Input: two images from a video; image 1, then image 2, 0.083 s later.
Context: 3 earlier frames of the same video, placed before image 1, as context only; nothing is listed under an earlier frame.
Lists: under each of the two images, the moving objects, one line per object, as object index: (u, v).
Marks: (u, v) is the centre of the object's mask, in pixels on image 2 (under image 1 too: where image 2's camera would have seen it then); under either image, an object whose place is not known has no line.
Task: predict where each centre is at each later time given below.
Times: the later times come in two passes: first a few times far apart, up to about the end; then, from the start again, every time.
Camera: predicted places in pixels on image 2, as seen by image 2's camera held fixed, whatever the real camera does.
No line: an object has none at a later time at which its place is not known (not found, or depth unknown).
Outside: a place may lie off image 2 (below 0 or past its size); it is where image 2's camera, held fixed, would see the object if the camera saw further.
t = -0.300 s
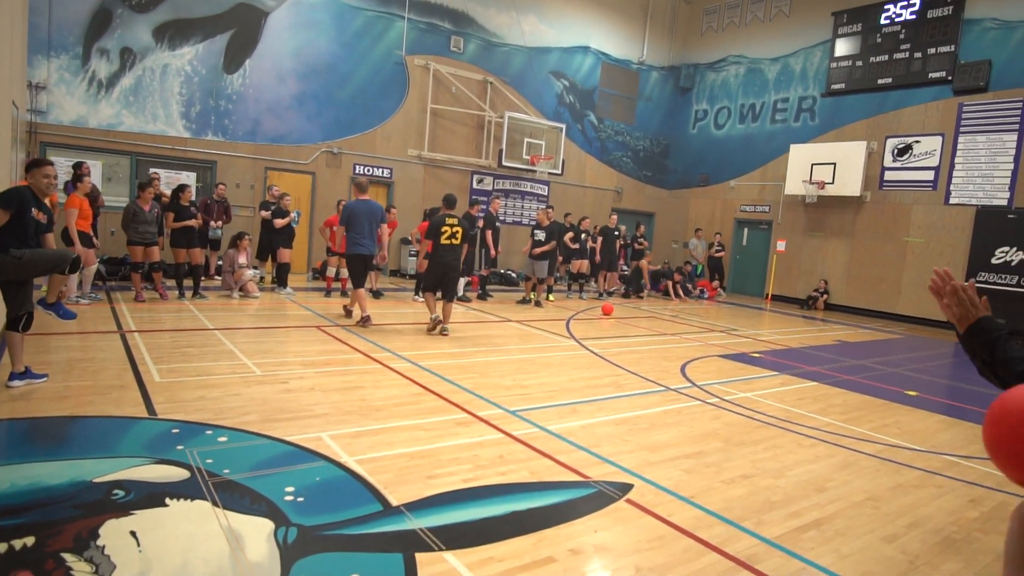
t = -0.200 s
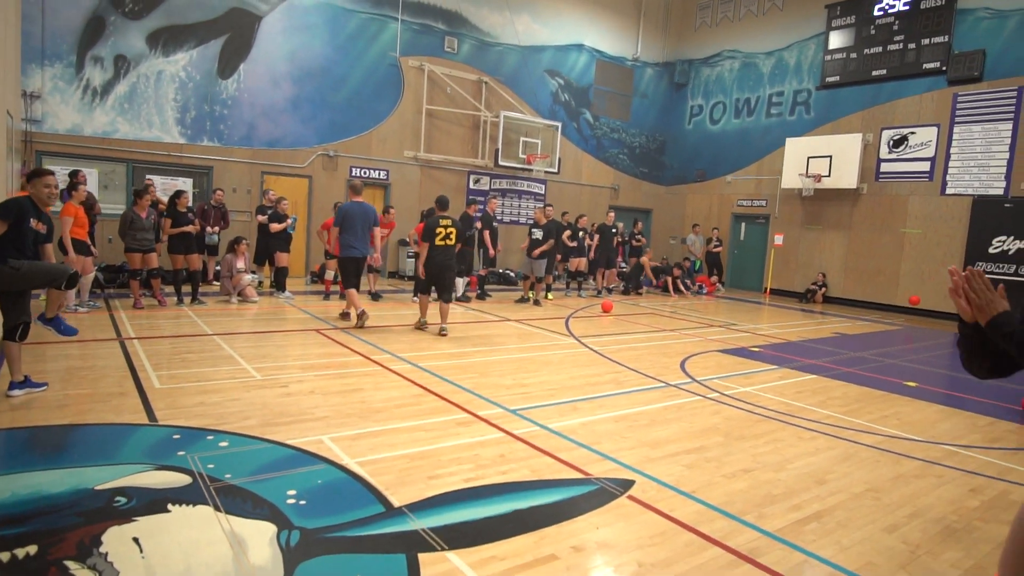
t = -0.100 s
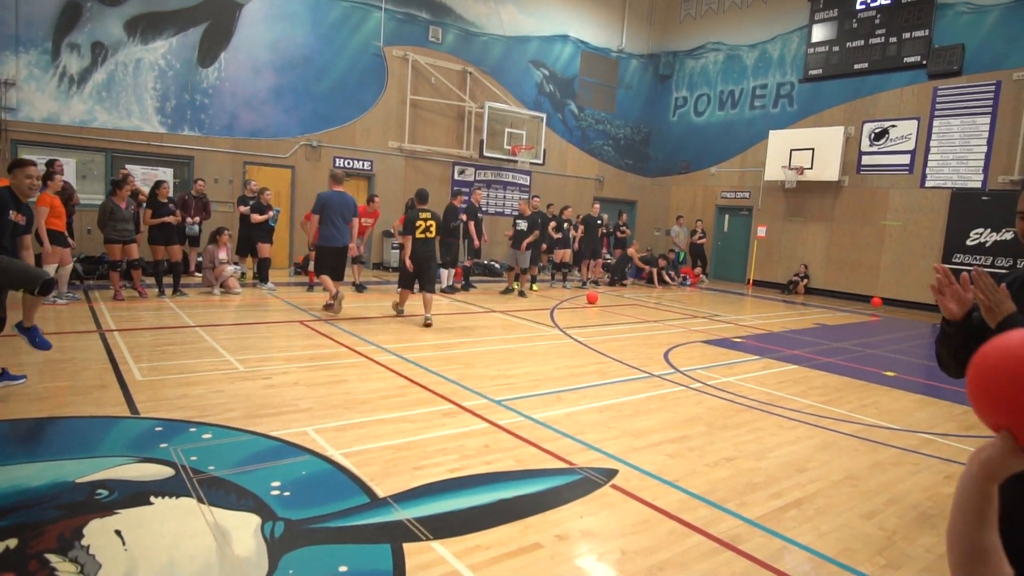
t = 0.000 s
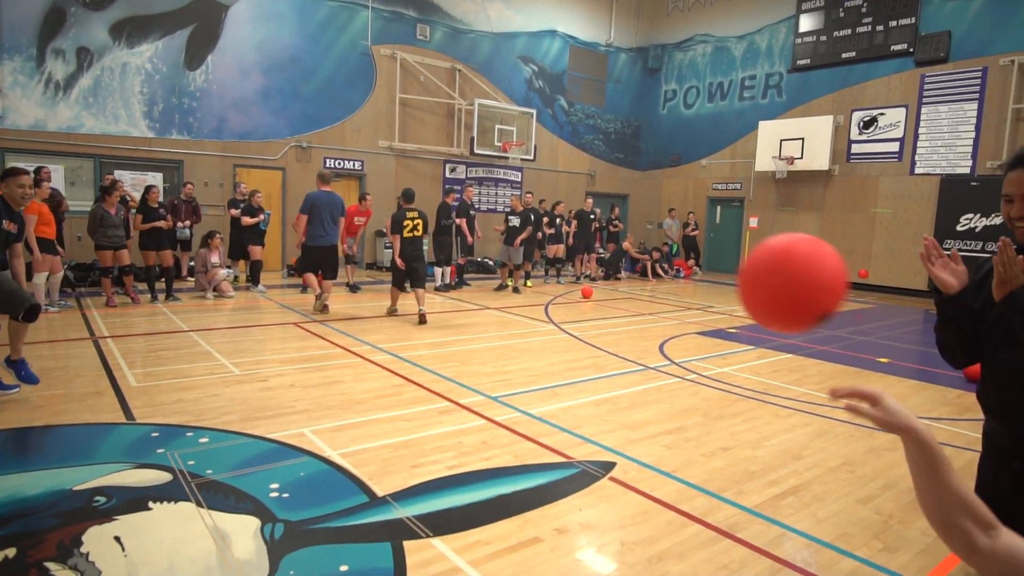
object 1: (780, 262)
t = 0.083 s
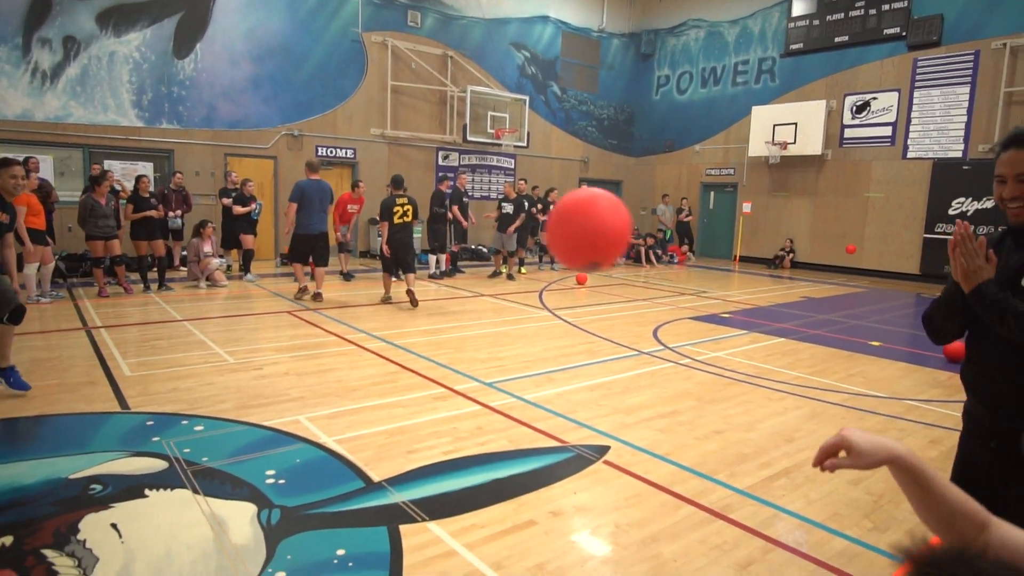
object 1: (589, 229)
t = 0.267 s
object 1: (328, 256)
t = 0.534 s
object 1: (139, 397)
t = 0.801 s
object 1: (76, 353)
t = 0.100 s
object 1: (556, 227)
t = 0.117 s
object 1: (527, 225)
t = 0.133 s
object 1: (498, 226)
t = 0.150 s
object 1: (472, 227)
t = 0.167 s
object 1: (448, 229)
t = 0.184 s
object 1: (426, 232)
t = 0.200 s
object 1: (404, 235)
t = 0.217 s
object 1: (383, 240)
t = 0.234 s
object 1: (364, 244)
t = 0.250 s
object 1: (346, 250)
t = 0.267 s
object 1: (328, 256)
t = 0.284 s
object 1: (311, 262)
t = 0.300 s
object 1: (295, 269)
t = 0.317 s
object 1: (280, 276)
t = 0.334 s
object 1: (266, 284)
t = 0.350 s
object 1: (252, 292)
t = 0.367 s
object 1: (239, 300)
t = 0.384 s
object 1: (227, 308)
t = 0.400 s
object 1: (215, 317)
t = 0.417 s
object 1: (204, 326)
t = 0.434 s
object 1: (193, 336)
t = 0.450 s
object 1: (183, 346)
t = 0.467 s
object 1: (173, 356)
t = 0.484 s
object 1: (164, 366)
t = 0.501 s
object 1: (155, 376)
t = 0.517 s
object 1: (147, 386)
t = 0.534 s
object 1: (139, 397)
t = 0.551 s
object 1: (131, 407)
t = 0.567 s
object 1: (124, 419)
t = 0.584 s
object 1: (117, 430)
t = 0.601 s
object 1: (111, 440)
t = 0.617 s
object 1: (104, 452)
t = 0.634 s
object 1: (100, 444)
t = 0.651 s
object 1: (96, 432)
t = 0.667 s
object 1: (93, 421)
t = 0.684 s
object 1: (89, 411)
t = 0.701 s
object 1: (86, 400)
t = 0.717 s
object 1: (82, 391)
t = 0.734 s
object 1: (78, 382)
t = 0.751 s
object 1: (76, 374)
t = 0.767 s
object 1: (75, 367)
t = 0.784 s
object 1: (75, 360)
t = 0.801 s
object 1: (76, 353)
